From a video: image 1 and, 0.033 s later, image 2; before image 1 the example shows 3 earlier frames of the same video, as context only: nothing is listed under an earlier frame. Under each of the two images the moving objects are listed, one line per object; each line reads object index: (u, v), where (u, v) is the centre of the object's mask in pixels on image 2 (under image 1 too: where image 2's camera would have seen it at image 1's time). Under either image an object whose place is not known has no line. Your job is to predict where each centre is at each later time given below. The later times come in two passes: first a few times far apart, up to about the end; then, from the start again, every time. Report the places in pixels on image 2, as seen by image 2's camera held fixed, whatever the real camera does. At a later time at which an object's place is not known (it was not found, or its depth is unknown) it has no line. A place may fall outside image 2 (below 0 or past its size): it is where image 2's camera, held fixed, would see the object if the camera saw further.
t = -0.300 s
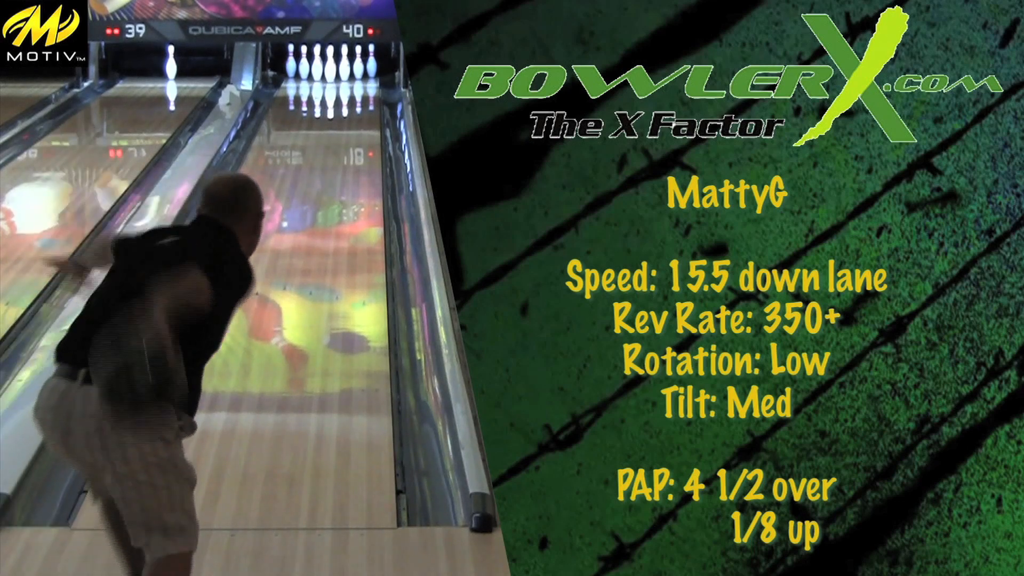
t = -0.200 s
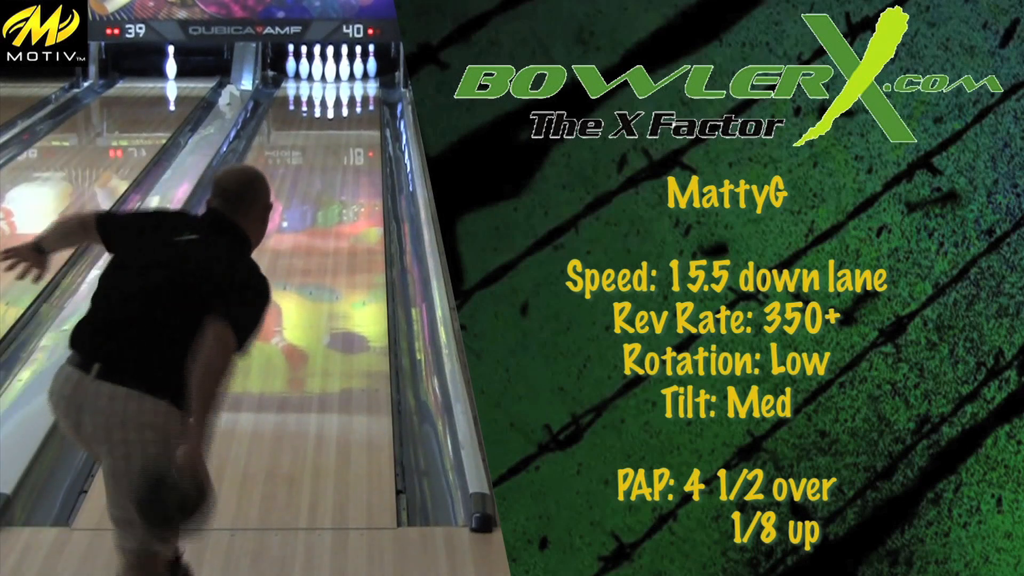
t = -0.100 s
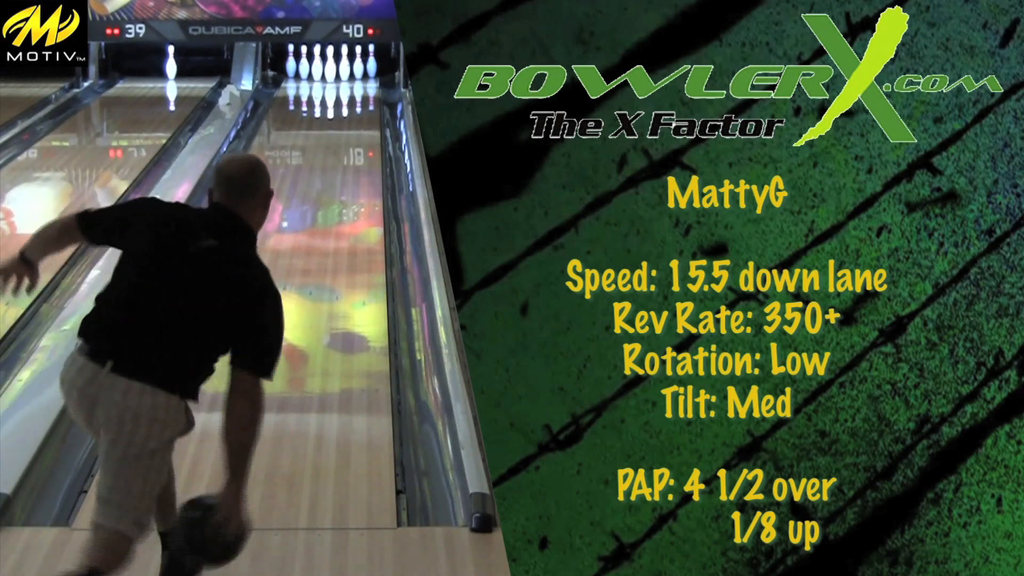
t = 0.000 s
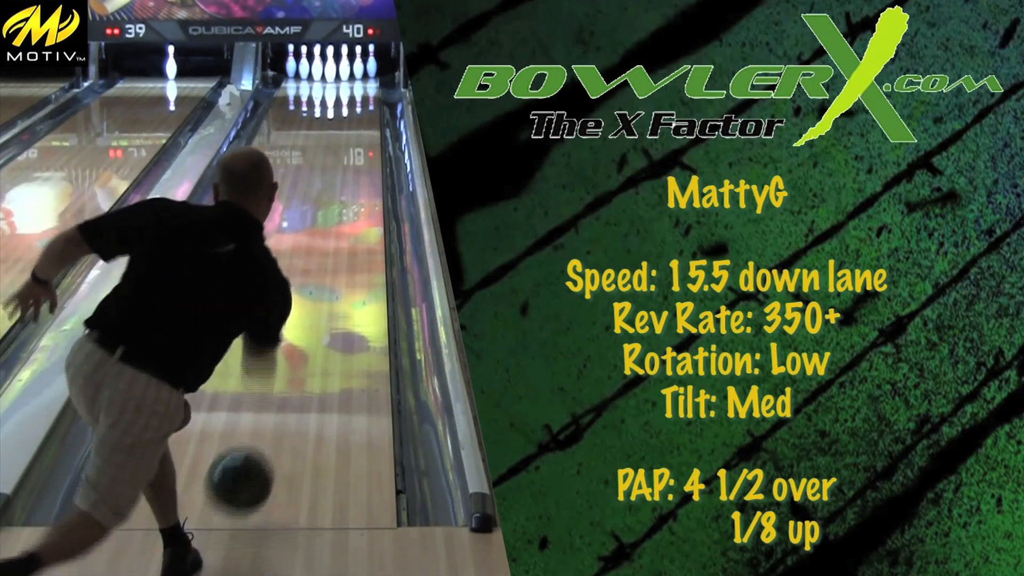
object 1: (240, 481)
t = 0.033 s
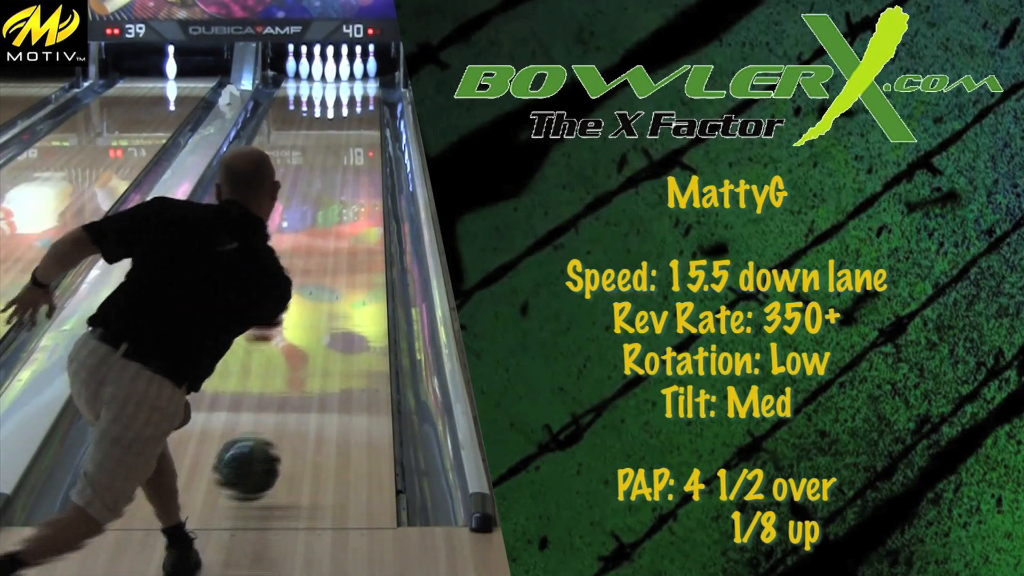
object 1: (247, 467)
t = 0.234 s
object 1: (284, 381)
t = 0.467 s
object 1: (312, 304)
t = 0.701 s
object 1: (332, 246)
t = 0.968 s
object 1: (349, 197)
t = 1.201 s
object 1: (358, 165)
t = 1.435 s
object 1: (363, 141)
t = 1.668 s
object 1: (365, 120)
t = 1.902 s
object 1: (362, 103)
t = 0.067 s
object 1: (254, 458)
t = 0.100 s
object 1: (261, 444)
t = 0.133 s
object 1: (267, 427)
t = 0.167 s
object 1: (273, 410)
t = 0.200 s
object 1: (278, 396)
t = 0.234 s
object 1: (284, 381)
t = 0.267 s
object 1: (288, 369)
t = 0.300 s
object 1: (293, 357)
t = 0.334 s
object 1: (297, 345)
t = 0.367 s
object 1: (301, 334)
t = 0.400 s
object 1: (305, 323)
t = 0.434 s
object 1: (309, 313)
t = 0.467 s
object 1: (312, 304)
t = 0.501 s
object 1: (317, 294)
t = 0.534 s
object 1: (320, 285)
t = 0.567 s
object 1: (322, 277)
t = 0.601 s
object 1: (324, 269)
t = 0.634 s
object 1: (328, 260)
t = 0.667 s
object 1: (330, 254)
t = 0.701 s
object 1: (332, 246)
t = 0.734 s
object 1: (335, 239)
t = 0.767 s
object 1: (337, 232)
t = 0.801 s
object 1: (339, 225)
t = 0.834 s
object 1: (341, 219)
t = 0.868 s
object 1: (343, 213)
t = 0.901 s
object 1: (345, 207)
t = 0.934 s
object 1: (347, 202)
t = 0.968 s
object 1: (349, 197)
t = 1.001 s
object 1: (350, 192)
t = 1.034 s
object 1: (351, 187)
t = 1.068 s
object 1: (353, 182)
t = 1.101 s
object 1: (354, 178)
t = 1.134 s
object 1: (355, 173)
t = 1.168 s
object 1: (357, 169)
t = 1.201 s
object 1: (358, 165)
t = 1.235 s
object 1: (359, 161)
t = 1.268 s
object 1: (360, 158)
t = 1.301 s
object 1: (360, 153)
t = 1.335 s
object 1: (361, 150)
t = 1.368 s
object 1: (362, 147)
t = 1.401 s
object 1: (362, 143)
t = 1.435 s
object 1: (363, 141)
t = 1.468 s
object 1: (363, 138)
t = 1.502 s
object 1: (364, 134)
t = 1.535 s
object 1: (364, 131)
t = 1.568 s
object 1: (365, 128)
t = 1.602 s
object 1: (365, 125)
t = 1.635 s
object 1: (365, 122)
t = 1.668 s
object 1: (365, 120)
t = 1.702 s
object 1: (365, 117)
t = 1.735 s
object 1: (365, 115)
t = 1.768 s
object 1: (365, 112)
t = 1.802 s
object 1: (364, 109)
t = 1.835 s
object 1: (364, 107)
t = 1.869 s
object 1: (363, 105)
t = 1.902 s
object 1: (362, 103)
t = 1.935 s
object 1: (361, 101)
